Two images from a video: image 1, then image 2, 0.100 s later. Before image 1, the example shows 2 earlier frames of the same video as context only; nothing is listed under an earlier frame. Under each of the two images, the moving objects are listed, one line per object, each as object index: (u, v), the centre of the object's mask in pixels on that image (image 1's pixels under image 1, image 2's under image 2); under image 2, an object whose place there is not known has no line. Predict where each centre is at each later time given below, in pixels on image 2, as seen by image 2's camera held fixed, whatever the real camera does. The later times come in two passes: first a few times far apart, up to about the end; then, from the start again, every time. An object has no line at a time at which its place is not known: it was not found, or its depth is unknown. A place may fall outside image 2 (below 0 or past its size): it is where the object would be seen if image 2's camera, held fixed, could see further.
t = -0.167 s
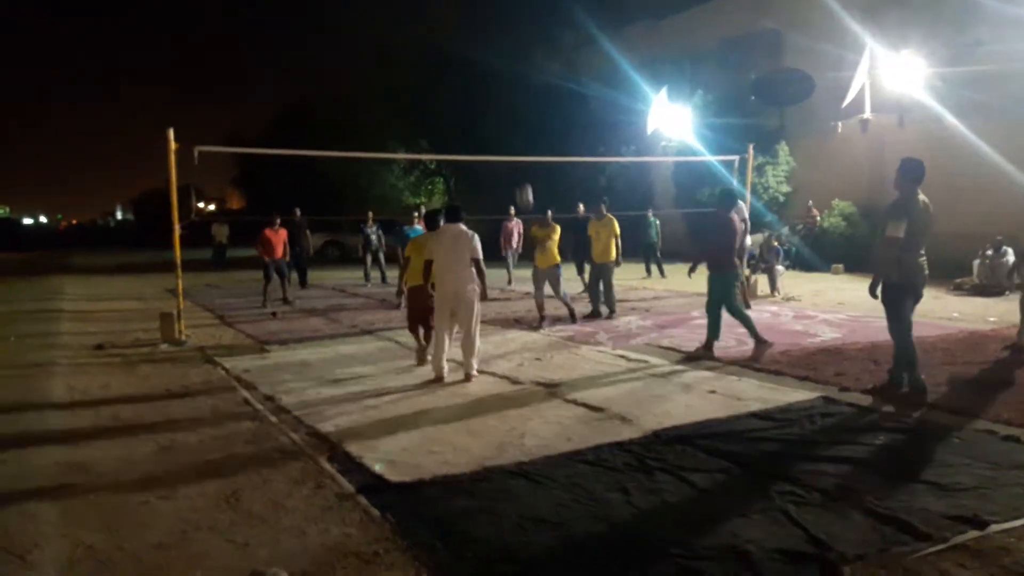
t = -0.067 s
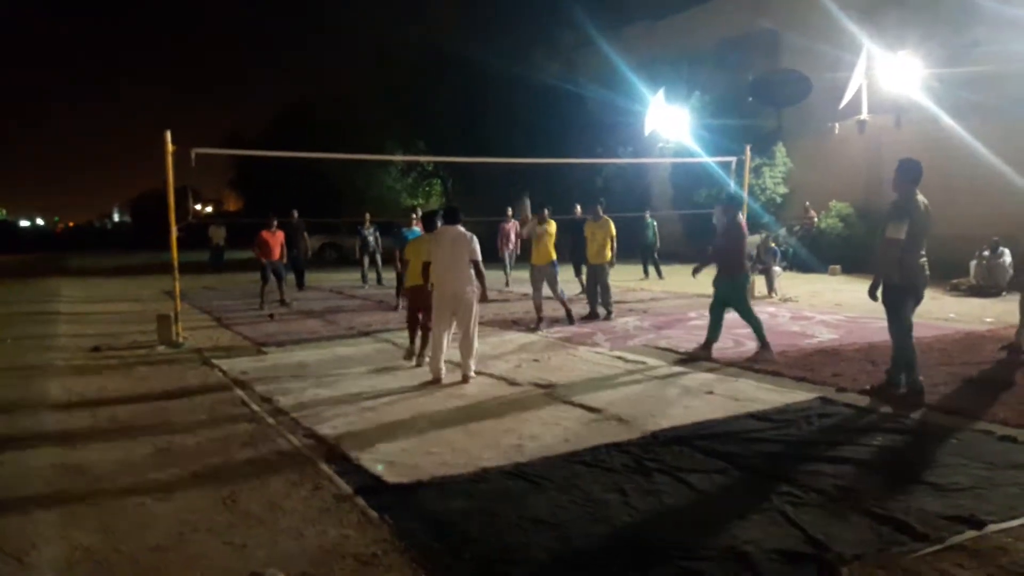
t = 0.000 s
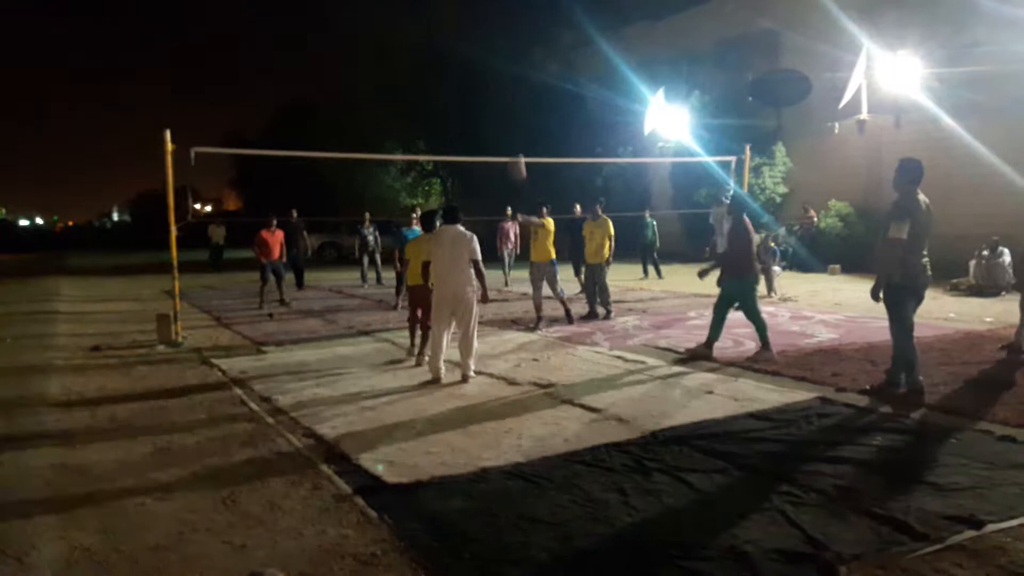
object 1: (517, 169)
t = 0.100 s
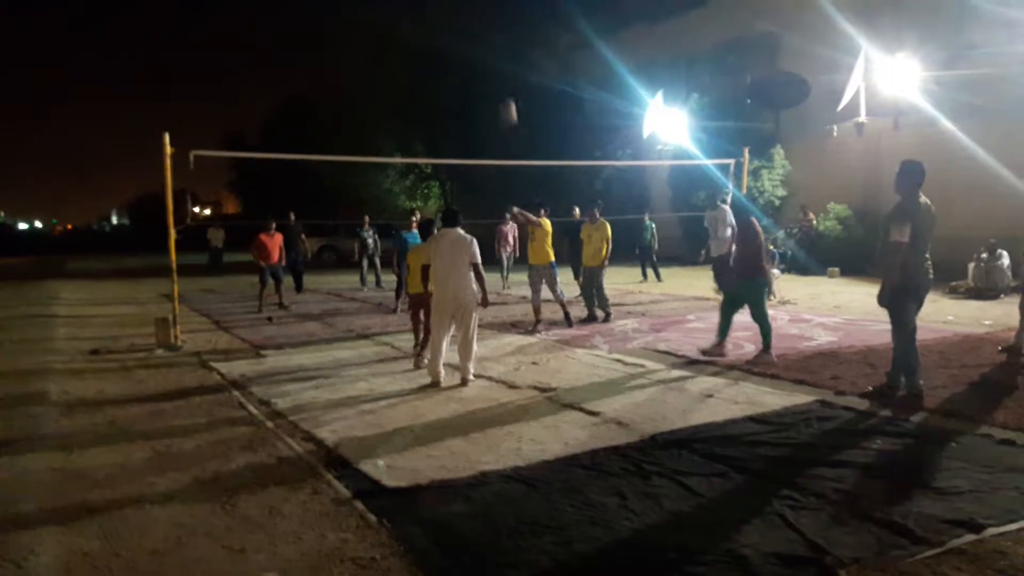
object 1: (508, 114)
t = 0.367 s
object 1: (486, -9)
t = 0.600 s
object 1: (465, -64)
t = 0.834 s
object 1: (449, -70)
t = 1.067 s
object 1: (432, -29)
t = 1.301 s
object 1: (422, 56)
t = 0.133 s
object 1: (505, 95)
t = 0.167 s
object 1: (501, 78)
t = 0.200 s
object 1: (500, 61)
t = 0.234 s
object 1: (496, 45)
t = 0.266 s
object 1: (493, 28)
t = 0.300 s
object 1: (490, 14)
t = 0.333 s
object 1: (489, 1)
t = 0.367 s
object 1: (486, -9)
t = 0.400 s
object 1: (481, -20)
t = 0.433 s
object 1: (478, -31)
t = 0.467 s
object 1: (476, -40)
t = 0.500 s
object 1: (475, -47)
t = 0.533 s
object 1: (472, -54)
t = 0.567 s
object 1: (469, -59)
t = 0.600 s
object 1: (465, -64)
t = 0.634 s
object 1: (463, -69)
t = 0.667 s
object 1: (460, -71)
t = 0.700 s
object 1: (458, -72)
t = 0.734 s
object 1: (455, -72)
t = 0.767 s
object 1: (452, -70)
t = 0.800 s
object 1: (450, -70)
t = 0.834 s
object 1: (449, -70)
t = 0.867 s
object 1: (446, -67)
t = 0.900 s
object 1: (443, -63)
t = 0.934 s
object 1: (440, -57)
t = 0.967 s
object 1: (437, -51)
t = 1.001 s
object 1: (436, -45)
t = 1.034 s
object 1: (434, -39)
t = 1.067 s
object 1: (432, -29)
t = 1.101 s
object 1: (431, -20)
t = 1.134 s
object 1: (430, -9)
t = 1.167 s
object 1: (428, 0)
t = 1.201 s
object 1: (428, 14)
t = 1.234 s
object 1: (426, 28)
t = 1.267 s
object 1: (424, 42)
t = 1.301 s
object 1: (422, 56)
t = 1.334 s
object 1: (421, 71)
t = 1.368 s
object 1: (419, 87)
